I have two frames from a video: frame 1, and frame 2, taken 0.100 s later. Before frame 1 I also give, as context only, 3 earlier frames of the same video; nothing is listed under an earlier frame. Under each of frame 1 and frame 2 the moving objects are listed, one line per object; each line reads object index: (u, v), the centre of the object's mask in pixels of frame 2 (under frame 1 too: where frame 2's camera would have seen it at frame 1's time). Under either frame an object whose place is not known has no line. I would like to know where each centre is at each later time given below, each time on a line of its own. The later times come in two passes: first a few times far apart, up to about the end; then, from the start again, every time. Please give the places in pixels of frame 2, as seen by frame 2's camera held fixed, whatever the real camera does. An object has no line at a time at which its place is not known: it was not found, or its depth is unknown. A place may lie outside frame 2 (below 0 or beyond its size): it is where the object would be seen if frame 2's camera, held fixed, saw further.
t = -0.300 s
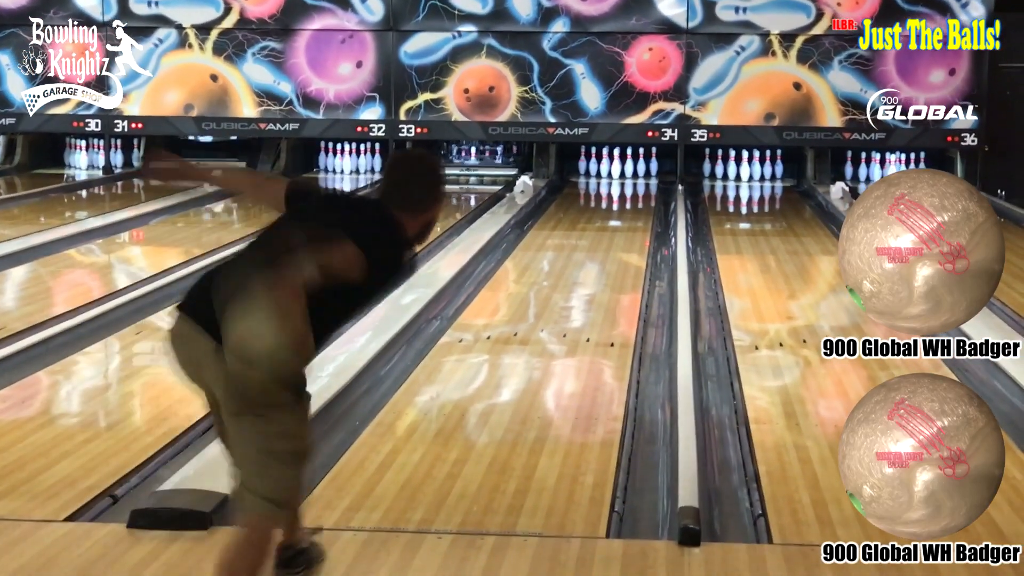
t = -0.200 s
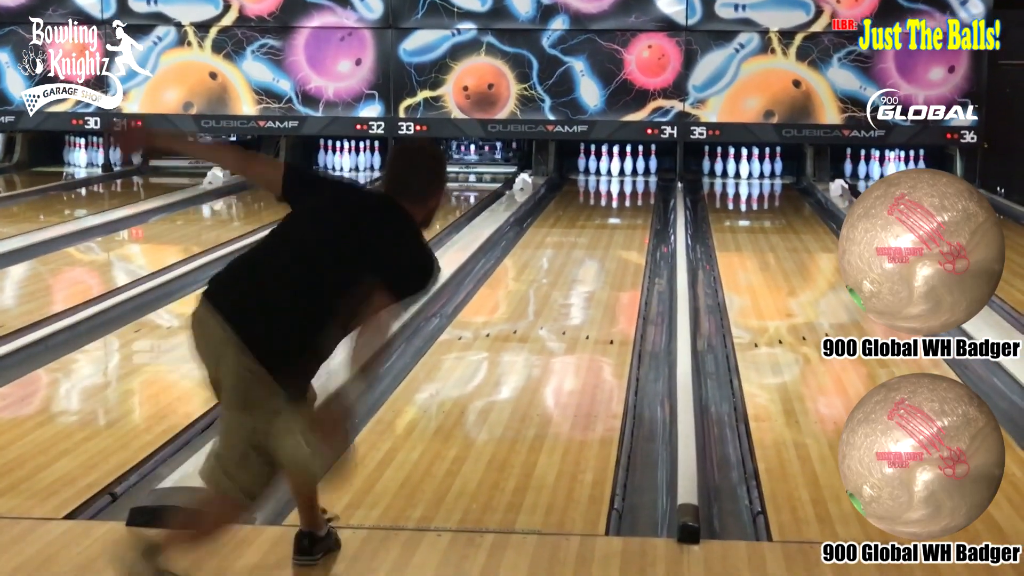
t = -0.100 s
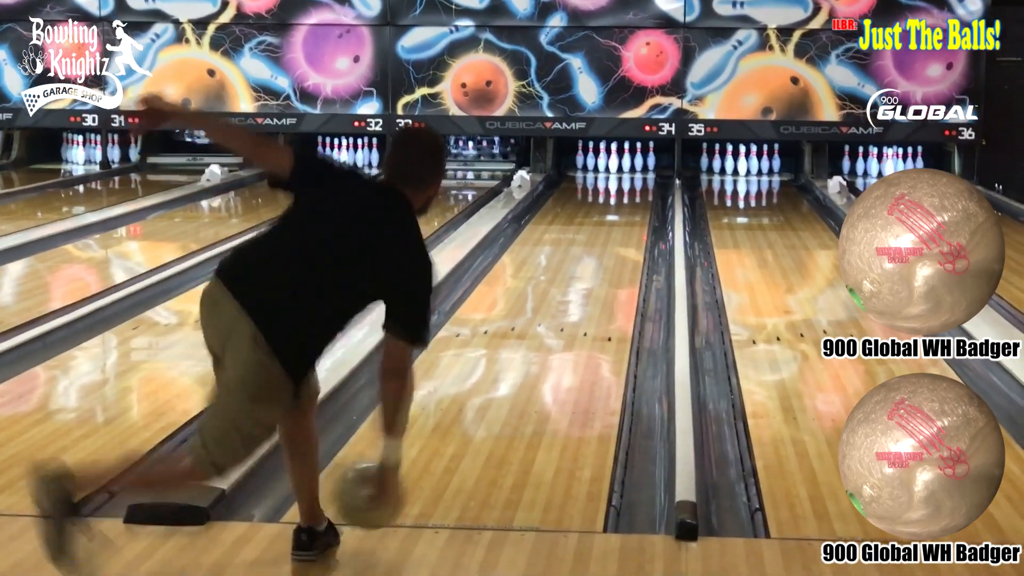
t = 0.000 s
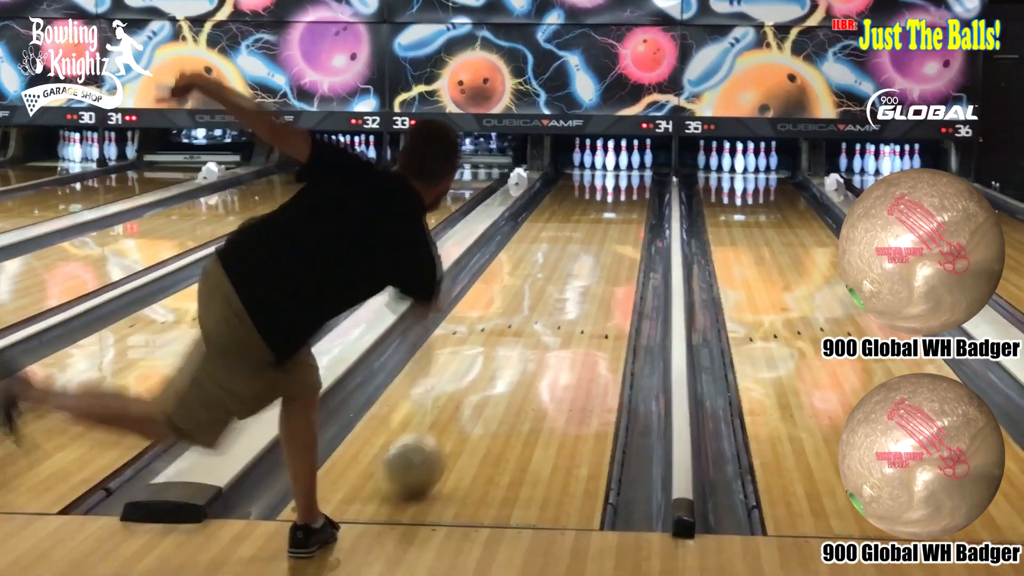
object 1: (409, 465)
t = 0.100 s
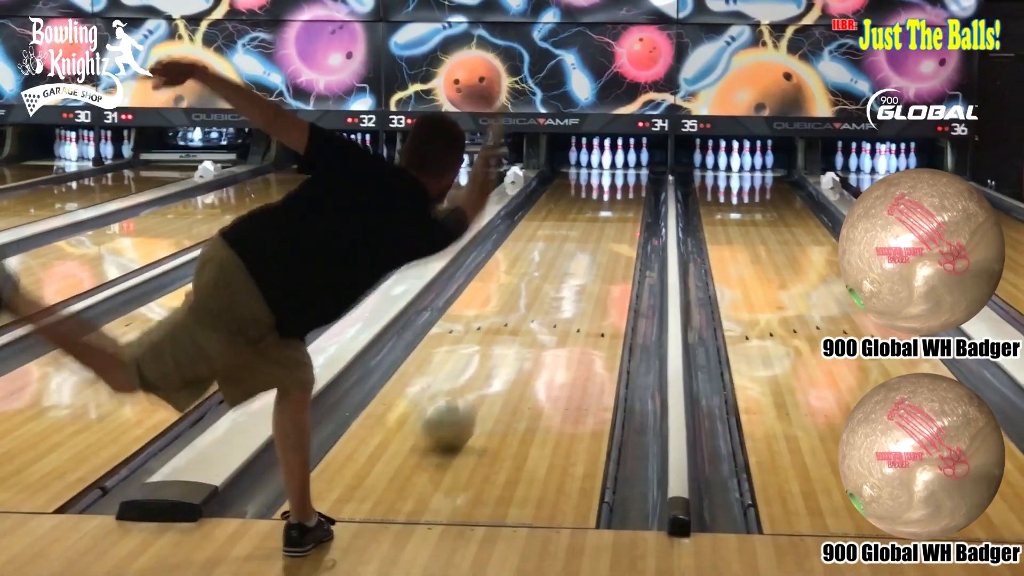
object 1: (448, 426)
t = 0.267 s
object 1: (498, 371)
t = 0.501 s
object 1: (544, 314)
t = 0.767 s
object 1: (580, 272)
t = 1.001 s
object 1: (602, 244)
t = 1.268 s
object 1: (620, 219)
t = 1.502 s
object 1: (629, 201)
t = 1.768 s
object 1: (634, 187)
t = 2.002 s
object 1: (631, 177)
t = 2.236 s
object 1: (622, 167)
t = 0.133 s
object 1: (460, 414)
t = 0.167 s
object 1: (470, 403)
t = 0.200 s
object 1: (481, 390)
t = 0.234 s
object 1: (490, 380)
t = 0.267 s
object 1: (498, 371)
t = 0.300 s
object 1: (505, 360)
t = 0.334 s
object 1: (513, 352)
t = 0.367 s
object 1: (520, 343)
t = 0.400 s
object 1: (527, 334)
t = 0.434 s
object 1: (532, 327)
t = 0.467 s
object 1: (538, 321)
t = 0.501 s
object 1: (544, 314)
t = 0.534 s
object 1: (549, 308)
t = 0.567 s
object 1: (555, 302)
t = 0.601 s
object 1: (560, 296)
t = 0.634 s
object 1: (564, 291)
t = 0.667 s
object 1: (568, 286)
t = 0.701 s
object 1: (572, 282)
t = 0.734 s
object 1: (576, 277)
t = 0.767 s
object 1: (580, 272)
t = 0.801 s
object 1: (584, 267)
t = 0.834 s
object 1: (587, 263)
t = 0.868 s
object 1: (590, 259)
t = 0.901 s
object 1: (594, 255)
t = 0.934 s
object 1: (597, 252)
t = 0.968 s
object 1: (600, 248)
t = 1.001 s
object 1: (602, 244)
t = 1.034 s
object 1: (605, 240)
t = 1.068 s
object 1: (607, 237)
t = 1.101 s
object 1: (610, 234)
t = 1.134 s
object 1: (612, 231)
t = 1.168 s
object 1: (614, 228)
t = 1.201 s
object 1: (616, 225)
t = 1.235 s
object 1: (618, 222)
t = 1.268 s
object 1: (620, 219)
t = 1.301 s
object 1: (621, 216)
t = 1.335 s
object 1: (623, 213)
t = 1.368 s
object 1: (624, 210)
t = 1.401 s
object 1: (625, 208)
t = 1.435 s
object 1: (627, 206)
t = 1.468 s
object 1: (628, 204)
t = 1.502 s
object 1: (629, 201)
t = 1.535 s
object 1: (630, 199)
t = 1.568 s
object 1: (630, 197)
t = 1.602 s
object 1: (631, 196)
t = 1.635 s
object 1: (633, 194)
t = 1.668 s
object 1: (633, 192)
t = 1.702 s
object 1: (633, 190)
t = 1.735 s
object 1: (634, 189)
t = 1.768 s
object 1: (634, 187)
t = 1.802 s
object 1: (634, 186)
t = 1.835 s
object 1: (634, 184)
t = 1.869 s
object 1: (634, 183)
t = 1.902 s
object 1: (633, 181)
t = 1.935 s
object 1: (633, 180)
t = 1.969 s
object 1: (632, 178)
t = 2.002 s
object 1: (631, 177)
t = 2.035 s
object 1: (630, 175)
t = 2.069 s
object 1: (630, 174)
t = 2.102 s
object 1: (628, 173)
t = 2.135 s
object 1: (627, 172)
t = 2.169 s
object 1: (626, 170)
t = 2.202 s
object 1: (624, 169)
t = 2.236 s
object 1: (622, 167)
